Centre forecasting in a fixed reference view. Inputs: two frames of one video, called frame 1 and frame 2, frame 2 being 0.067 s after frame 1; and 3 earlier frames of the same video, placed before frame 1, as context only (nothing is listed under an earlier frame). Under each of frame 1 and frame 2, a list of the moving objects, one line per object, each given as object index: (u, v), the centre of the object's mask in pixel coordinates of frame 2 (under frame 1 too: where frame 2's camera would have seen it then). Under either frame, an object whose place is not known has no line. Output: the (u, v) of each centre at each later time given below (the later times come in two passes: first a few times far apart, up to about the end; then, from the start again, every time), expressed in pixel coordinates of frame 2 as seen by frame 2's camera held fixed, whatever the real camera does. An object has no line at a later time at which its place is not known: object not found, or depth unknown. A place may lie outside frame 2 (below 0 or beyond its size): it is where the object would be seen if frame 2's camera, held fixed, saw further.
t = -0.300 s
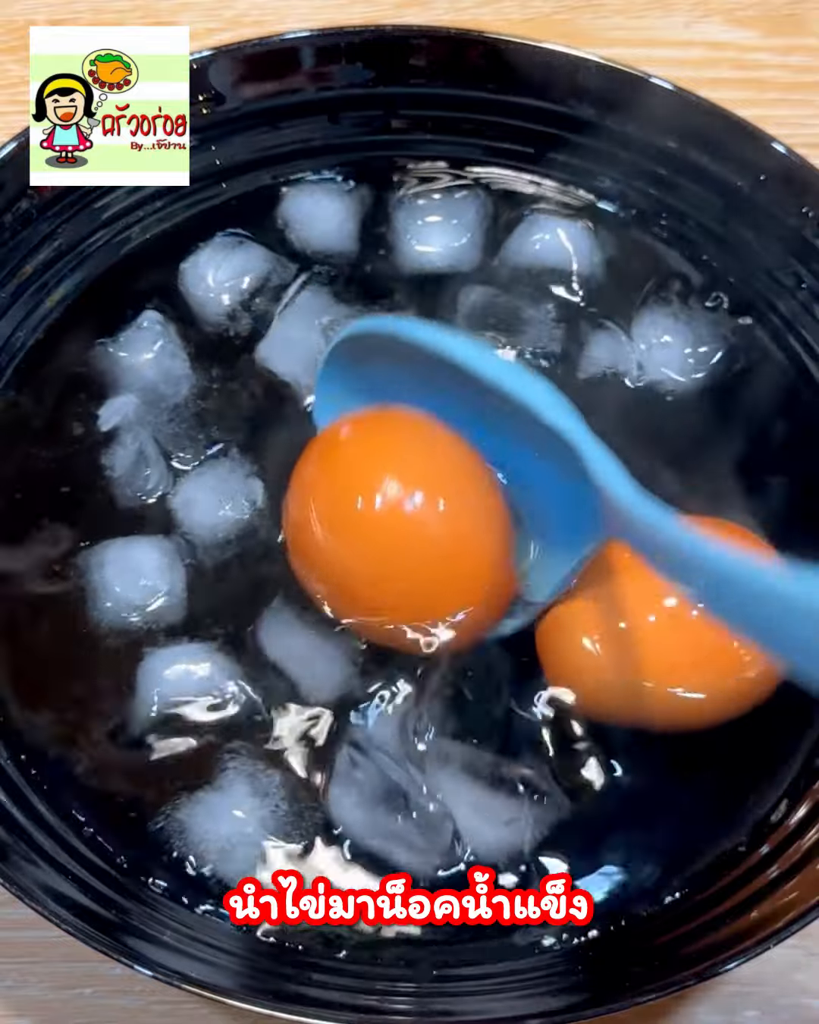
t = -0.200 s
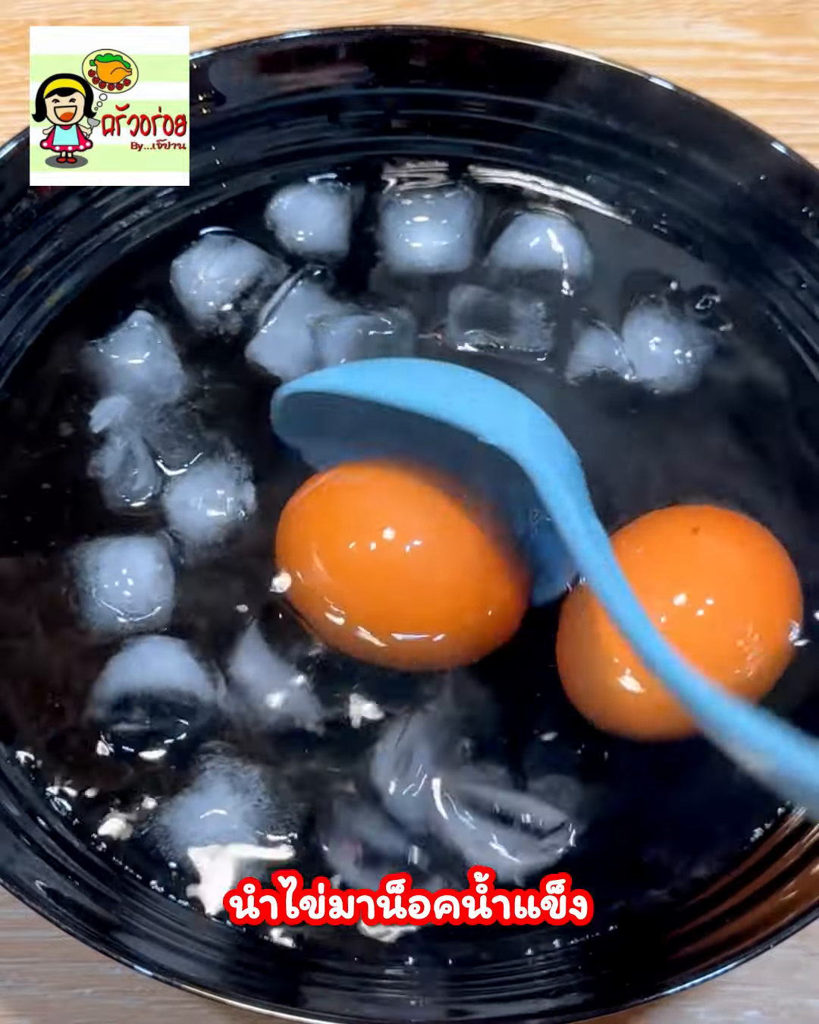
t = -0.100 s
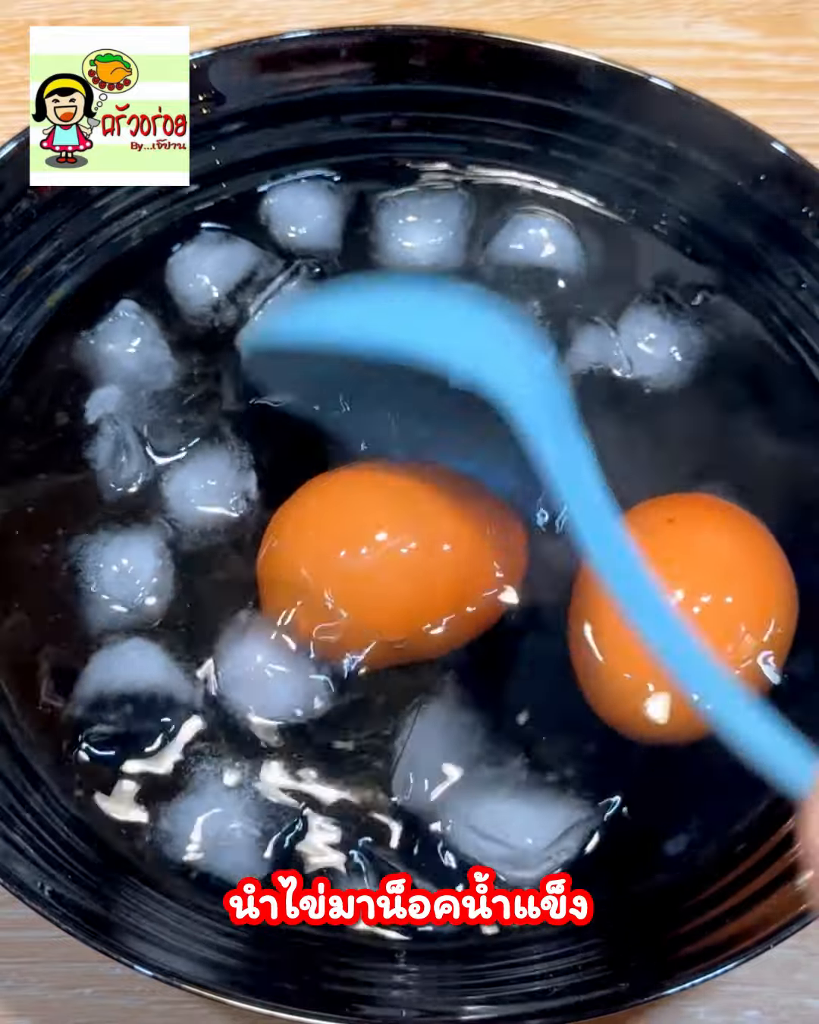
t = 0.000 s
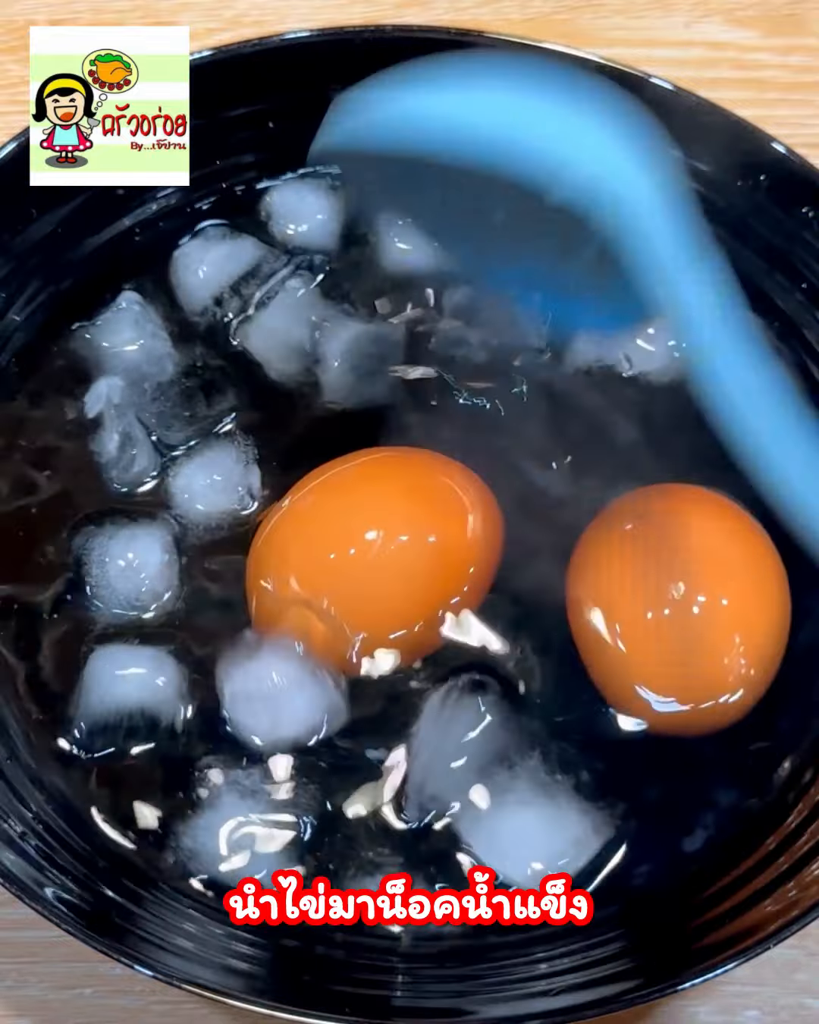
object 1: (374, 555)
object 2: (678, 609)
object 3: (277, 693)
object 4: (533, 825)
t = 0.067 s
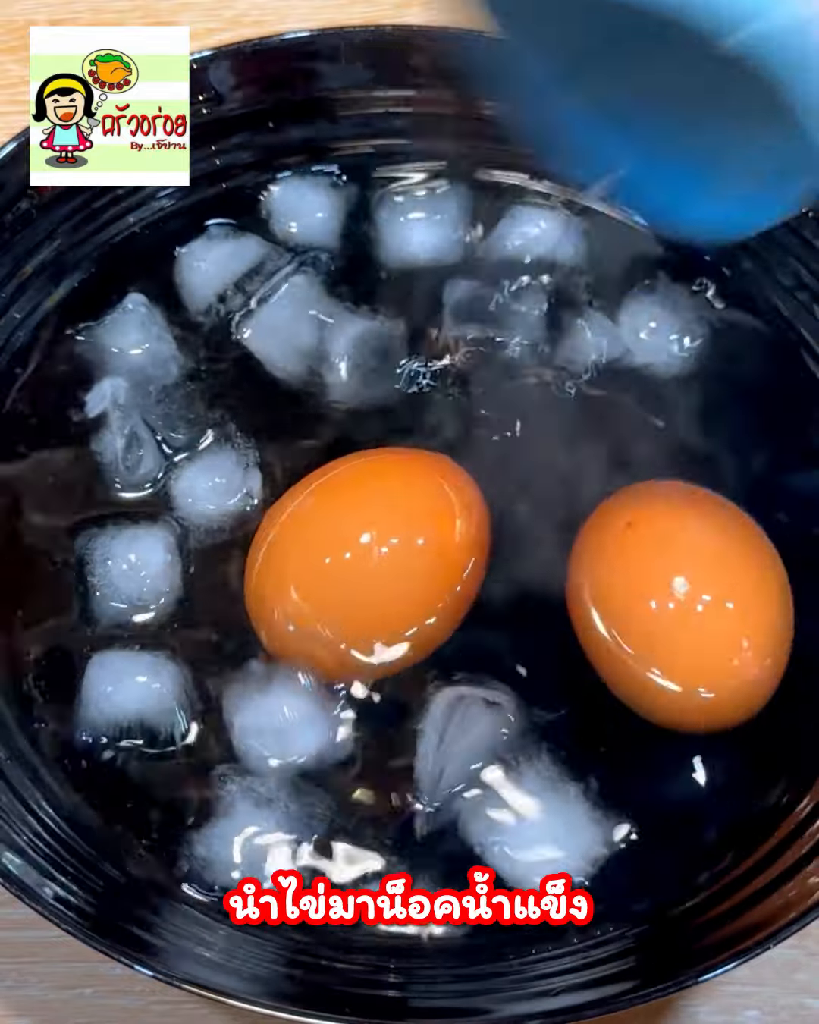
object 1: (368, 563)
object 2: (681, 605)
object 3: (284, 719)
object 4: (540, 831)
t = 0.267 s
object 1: (358, 564)
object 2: (674, 603)
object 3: (306, 754)
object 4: (560, 829)
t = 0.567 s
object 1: (346, 501)
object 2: (673, 592)
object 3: (338, 721)
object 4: (566, 829)
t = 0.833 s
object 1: (349, 458)
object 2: (677, 583)
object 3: (370, 714)
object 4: (587, 821)
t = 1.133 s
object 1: (359, 415)
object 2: (679, 566)
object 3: (384, 705)
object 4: (592, 810)
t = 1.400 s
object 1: (369, 393)
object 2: (684, 543)
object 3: (415, 702)
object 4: (615, 796)
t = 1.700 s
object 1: (369, 411)
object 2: (687, 520)
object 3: (427, 694)
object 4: (634, 784)
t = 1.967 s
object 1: (391, 427)
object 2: (685, 502)
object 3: (448, 691)
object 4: (659, 772)
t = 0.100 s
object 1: (366, 566)
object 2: (683, 605)
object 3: (287, 733)
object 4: (549, 818)
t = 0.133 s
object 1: (364, 567)
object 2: (683, 605)
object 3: (295, 739)
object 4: (557, 817)
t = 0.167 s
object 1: (362, 568)
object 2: (680, 606)
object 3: (301, 749)
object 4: (563, 826)
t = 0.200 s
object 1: (361, 567)
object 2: (678, 605)
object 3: (303, 753)
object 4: (570, 821)
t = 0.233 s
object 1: (360, 566)
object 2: (676, 604)
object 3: (304, 754)
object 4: (559, 830)
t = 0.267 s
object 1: (358, 564)
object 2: (674, 603)
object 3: (306, 754)
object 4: (560, 829)
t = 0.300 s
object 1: (356, 560)
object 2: (673, 602)
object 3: (307, 752)
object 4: (559, 829)
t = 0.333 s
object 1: (354, 555)
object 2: (673, 602)
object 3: (309, 748)
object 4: (560, 829)
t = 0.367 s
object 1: (352, 549)
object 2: (673, 601)
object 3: (312, 744)
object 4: (560, 830)
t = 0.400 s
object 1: (350, 542)
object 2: (673, 601)
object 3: (314, 741)
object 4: (562, 830)
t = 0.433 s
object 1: (349, 535)
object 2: (672, 599)
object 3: (318, 738)
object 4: (564, 832)
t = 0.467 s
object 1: (347, 528)
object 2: (671, 597)
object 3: (322, 732)
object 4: (564, 831)
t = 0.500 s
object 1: (346, 519)
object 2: (672, 595)
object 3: (326, 726)
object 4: (565, 831)
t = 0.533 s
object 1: (346, 510)
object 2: (673, 594)
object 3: (332, 719)
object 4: (564, 830)
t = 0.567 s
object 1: (346, 501)
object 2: (673, 592)
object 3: (338, 721)
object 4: (566, 829)
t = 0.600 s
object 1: (346, 494)
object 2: (673, 591)
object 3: (343, 719)
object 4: (568, 825)
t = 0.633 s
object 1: (346, 488)
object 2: (674, 588)
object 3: (348, 717)
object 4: (571, 824)
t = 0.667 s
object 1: (346, 481)
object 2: (674, 586)
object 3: (353, 714)
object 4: (574, 823)
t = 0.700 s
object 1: (346, 475)
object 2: (674, 585)
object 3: (359, 713)
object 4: (578, 822)
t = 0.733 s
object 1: (346, 470)
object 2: (675, 583)
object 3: (363, 714)
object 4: (581, 821)
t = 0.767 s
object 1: (347, 465)
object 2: (675, 582)
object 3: (365, 714)
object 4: (583, 822)
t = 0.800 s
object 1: (348, 461)
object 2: (676, 582)
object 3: (368, 714)
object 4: (585, 821)
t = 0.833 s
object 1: (349, 458)
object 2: (677, 583)
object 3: (370, 714)
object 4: (587, 821)
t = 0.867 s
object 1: (351, 454)
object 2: (675, 582)
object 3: (372, 713)
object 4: (586, 821)
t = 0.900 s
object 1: (352, 449)
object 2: (675, 581)
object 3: (376, 710)
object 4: (586, 820)
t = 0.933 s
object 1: (353, 445)
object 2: (676, 580)
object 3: (378, 709)
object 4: (585, 820)
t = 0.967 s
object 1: (354, 441)
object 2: (676, 579)
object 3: (378, 709)
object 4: (585, 819)
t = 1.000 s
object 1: (355, 436)
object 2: (676, 577)
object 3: (379, 709)
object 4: (585, 817)
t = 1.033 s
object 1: (356, 431)
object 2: (677, 575)
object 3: (380, 708)
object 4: (586, 815)
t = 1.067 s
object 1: (357, 426)
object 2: (678, 572)
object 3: (381, 707)
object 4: (589, 814)
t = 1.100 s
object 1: (358, 420)
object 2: (679, 569)
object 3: (382, 706)
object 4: (590, 812)
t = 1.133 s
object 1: (359, 415)
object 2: (679, 566)
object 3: (384, 705)
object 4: (592, 810)
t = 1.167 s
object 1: (360, 410)
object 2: (680, 563)
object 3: (387, 704)
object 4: (595, 807)
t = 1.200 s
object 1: (362, 406)
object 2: (681, 560)
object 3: (390, 703)
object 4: (597, 805)
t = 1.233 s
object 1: (363, 402)
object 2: (682, 558)
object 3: (394, 701)
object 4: (601, 802)
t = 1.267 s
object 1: (365, 399)
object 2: (682, 554)
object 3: (399, 698)
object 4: (604, 800)
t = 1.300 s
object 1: (366, 396)
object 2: (683, 551)
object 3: (404, 697)
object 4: (608, 799)
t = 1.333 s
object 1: (368, 394)
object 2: (683, 548)
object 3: (407, 698)
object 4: (611, 797)
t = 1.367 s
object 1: (368, 393)
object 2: (684, 546)
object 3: (411, 700)
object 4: (613, 796)
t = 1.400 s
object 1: (369, 393)
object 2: (684, 543)
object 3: (415, 702)
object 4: (615, 796)
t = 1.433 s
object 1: (369, 393)
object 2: (684, 541)
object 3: (418, 701)
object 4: (619, 795)
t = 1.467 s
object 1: (369, 395)
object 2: (685, 540)
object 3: (420, 702)
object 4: (621, 794)
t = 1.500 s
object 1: (369, 397)
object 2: (686, 537)
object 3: (422, 703)
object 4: (624, 793)
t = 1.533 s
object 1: (368, 399)
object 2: (686, 535)
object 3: (422, 702)
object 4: (626, 792)
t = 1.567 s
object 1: (368, 402)
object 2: (686, 533)
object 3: (423, 702)
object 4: (628, 791)
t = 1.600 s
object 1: (367, 405)
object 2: (686, 530)
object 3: (424, 700)
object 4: (629, 790)
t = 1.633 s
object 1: (367, 407)
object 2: (687, 527)
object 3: (425, 698)
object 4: (630, 788)
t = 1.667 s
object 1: (368, 410)
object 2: (687, 524)
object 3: (426, 696)
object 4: (632, 787)
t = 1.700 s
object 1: (369, 411)
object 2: (687, 520)
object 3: (427, 694)
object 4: (634, 784)
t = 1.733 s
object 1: (371, 414)
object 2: (687, 516)
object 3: (429, 694)
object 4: (635, 782)
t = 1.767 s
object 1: (372, 416)
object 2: (687, 513)
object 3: (431, 694)
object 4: (638, 781)
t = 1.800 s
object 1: (375, 418)
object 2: (687, 510)
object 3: (434, 693)
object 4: (641, 780)
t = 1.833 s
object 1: (378, 420)
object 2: (687, 508)
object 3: (437, 693)
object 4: (645, 778)
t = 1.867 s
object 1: (382, 421)
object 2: (686, 505)
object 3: (440, 692)
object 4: (649, 776)
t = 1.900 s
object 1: (385, 423)
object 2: (686, 504)
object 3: (444, 691)
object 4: (652, 775)
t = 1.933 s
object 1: (389, 425)
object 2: (686, 502)
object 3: (446, 691)
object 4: (656, 773)
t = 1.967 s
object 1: (391, 427)
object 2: (685, 502)
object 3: (448, 691)
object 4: (659, 772)
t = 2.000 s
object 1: (394, 428)
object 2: (685, 501)
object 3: (450, 690)
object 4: (661, 770)
